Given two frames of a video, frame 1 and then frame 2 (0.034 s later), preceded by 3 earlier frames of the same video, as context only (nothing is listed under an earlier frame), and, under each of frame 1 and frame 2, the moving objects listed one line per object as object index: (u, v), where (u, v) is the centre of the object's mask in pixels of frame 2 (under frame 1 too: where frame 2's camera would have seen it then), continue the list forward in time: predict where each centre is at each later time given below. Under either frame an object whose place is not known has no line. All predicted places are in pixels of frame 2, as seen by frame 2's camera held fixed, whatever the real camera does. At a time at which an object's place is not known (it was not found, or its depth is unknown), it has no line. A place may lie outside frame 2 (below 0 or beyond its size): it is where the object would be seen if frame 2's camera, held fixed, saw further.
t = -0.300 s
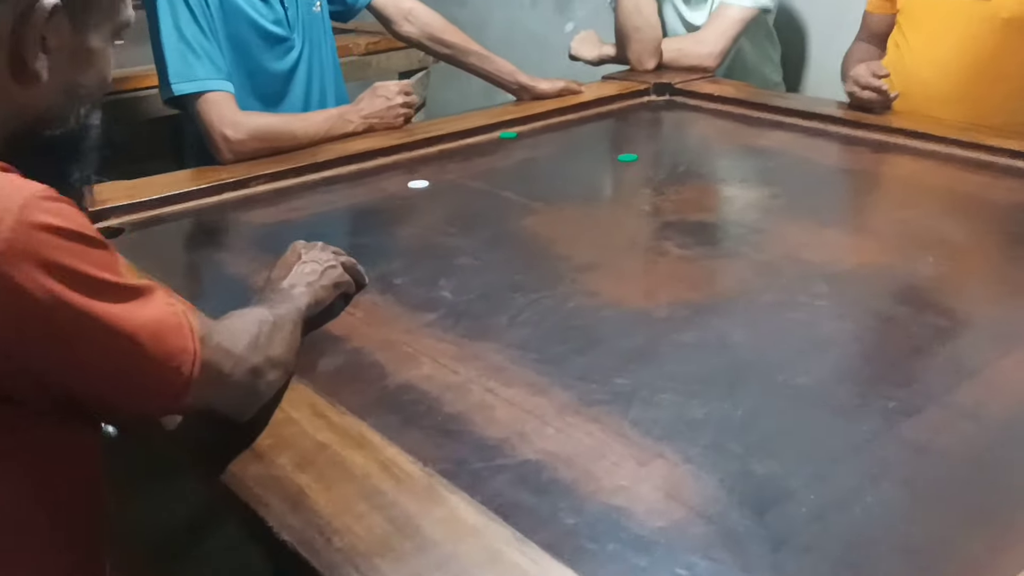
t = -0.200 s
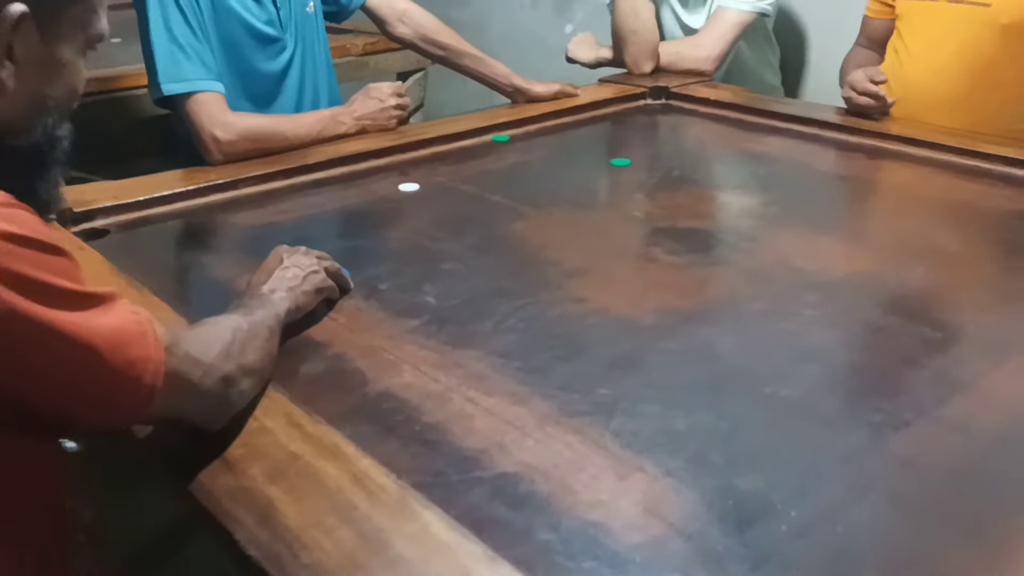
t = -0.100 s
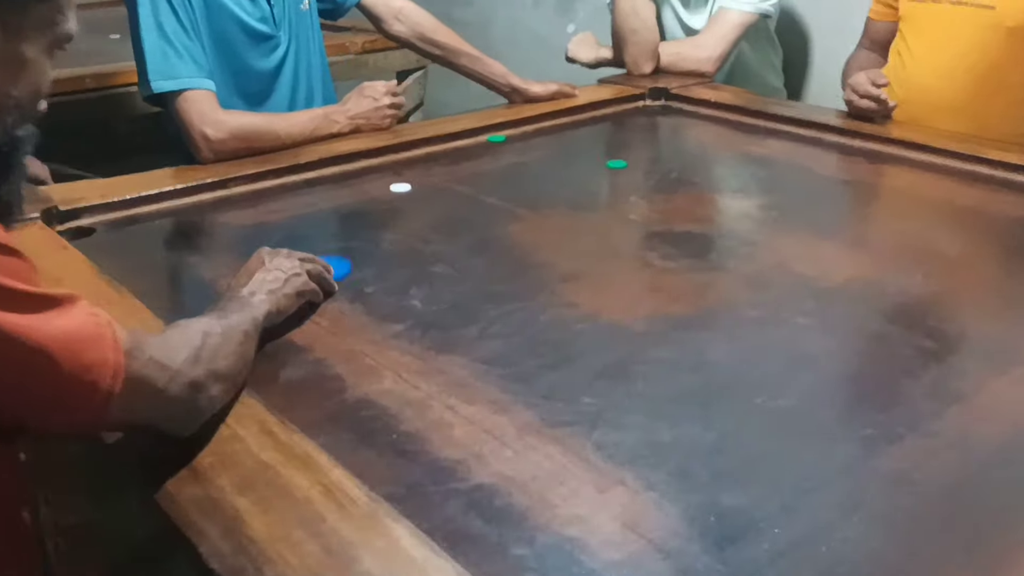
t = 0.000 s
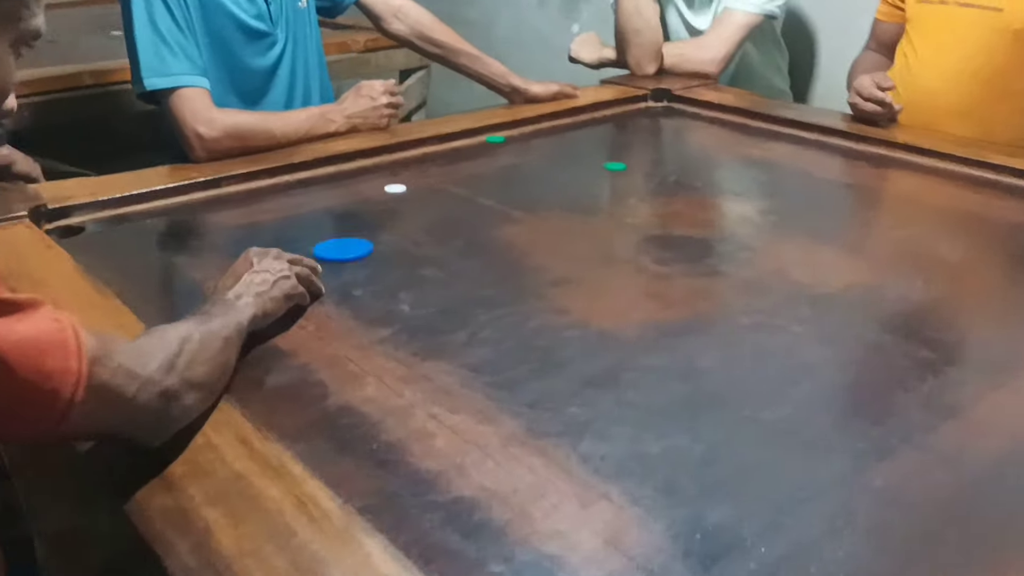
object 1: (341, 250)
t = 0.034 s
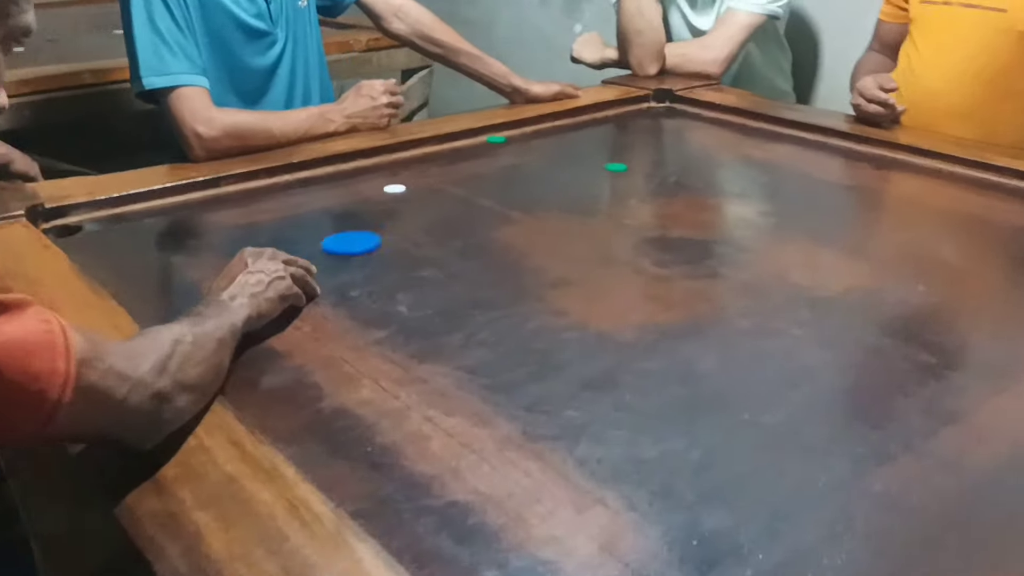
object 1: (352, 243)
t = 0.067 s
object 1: (361, 237)
